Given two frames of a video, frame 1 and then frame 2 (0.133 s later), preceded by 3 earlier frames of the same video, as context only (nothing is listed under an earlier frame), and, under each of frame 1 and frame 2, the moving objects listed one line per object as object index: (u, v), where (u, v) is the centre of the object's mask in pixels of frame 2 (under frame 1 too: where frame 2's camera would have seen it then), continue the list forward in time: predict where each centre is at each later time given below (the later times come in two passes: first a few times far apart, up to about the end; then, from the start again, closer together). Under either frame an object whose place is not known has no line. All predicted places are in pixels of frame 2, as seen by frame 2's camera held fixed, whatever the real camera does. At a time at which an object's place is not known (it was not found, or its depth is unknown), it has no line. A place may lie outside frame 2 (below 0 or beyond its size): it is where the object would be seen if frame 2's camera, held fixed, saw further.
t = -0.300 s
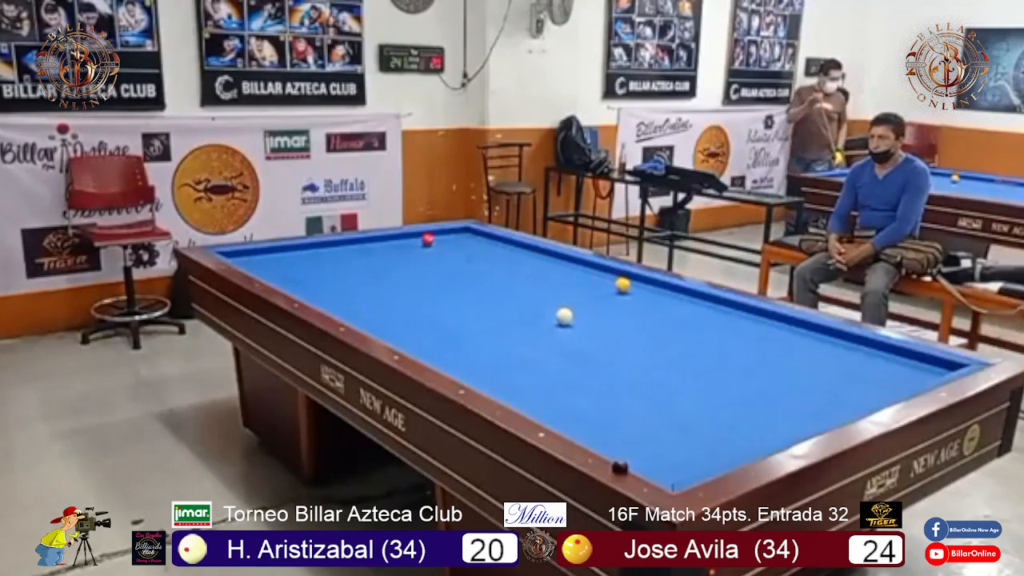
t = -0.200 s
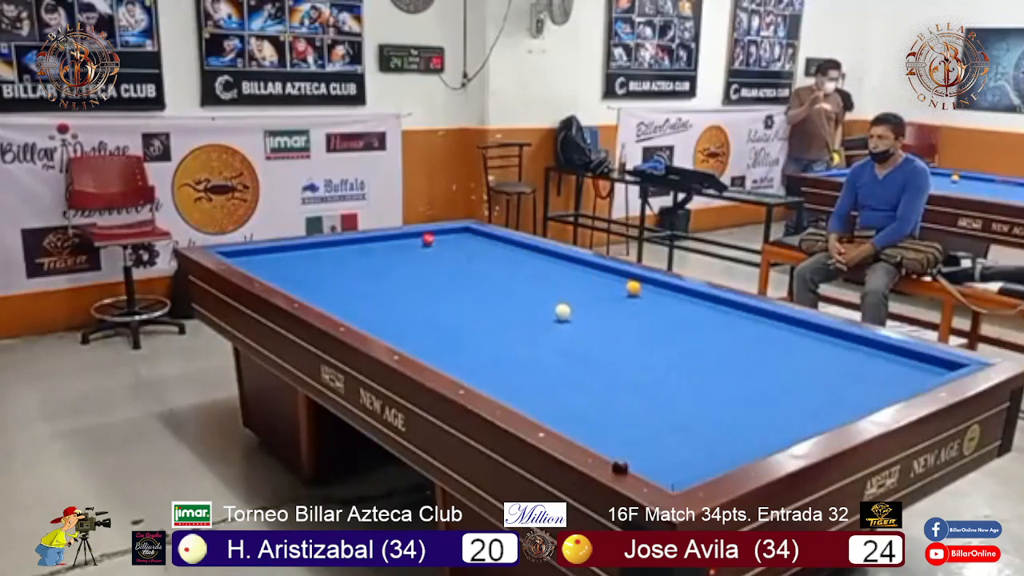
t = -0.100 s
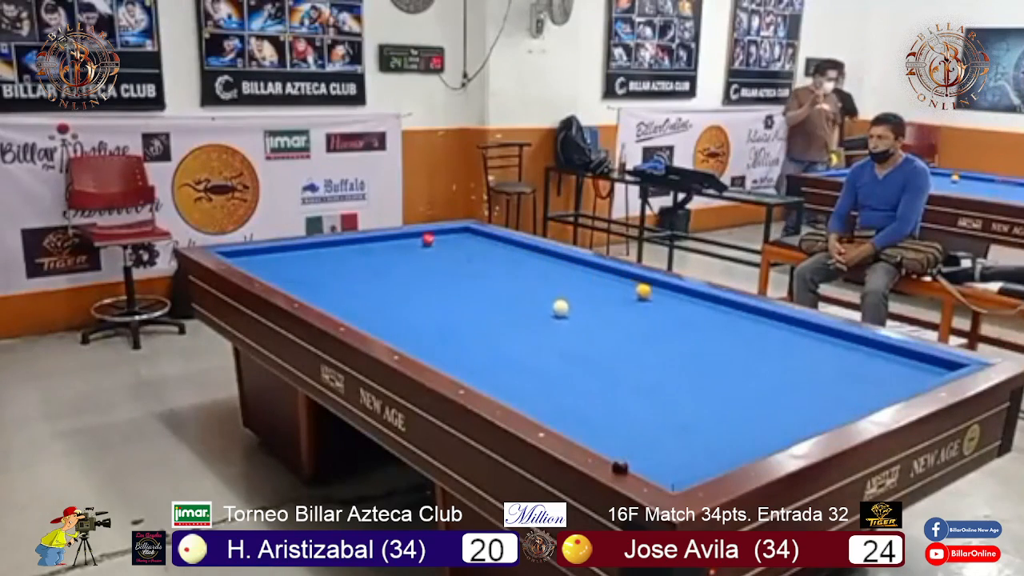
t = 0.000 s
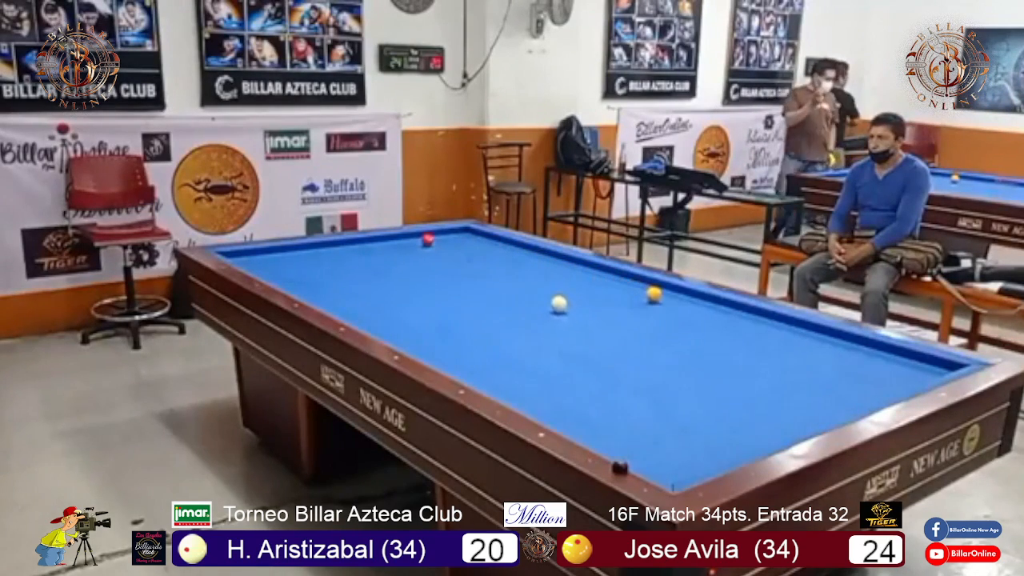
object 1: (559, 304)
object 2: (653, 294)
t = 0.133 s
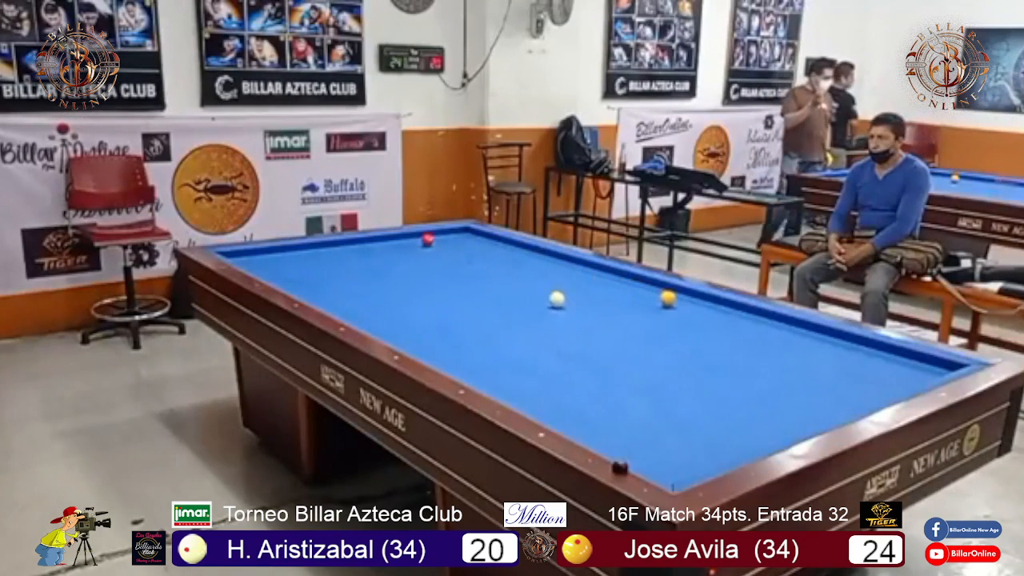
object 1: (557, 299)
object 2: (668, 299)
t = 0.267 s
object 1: (554, 294)
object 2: (683, 303)
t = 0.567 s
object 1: (550, 284)
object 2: (717, 314)
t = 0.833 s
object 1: (547, 276)
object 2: (749, 324)
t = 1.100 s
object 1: (544, 270)
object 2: (782, 334)
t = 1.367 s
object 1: (541, 263)
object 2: (817, 345)
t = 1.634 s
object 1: (538, 257)
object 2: (854, 357)
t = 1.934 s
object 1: (536, 251)
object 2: (899, 370)
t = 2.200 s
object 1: (529, 247)
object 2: (916, 375)
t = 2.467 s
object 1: (515, 245)
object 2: (892, 369)
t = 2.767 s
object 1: (501, 243)
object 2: (868, 362)
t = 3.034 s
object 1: (488, 241)
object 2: (848, 356)
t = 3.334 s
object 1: (475, 240)
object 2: (828, 350)
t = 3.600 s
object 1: (466, 238)
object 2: (814, 346)
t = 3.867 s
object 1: (456, 237)
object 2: (799, 342)
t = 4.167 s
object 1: (445, 236)
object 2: (784, 337)
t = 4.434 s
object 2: (772, 333)
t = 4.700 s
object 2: (760, 330)
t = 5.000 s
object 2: (749, 326)
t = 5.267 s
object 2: (739, 324)
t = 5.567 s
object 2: (730, 321)
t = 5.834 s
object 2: (722, 319)
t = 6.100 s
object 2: (717, 317)
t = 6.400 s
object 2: (711, 315)
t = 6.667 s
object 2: (707, 314)
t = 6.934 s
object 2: (702, 312)
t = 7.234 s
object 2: (700, 311)
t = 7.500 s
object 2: (697, 310)
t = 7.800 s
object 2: (696, 309)
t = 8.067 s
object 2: (694, 309)
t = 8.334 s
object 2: (694, 309)
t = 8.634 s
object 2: (694, 309)
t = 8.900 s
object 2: (694, 309)
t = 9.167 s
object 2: (693, 308)
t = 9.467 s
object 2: (693, 308)
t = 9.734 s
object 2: (693, 308)
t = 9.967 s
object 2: (693, 308)
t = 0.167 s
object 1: (556, 297)
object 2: (671, 300)
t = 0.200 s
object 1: (555, 296)
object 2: (675, 301)
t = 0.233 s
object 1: (555, 295)
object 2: (679, 302)
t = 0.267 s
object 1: (554, 294)
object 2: (683, 303)
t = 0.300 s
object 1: (554, 293)
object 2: (686, 304)
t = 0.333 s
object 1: (554, 292)
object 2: (690, 305)
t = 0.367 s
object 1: (553, 290)
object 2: (694, 307)
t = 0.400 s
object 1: (553, 290)
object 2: (698, 308)
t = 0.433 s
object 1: (553, 289)
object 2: (701, 309)
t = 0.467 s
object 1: (552, 287)
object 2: (705, 310)
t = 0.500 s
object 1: (551, 286)
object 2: (709, 312)
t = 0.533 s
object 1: (551, 285)
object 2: (713, 313)
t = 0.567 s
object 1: (550, 284)
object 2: (717, 314)
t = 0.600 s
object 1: (550, 283)
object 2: (720, 315)
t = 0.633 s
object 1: (550, 282)
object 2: (724, 316)
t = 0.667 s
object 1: (549, 281)
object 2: (729, 318)
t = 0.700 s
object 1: (549, 280)
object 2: (733, 319)
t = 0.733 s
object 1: (548, 279)
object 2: (736, 320)
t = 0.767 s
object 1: (548, 278)
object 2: (740, 321)
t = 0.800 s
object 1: (548, 277)
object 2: (745, 322)
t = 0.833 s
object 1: (547, 276)
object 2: (749, 324)
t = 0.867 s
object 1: (547, 275)
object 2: (753, 325)
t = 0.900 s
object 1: (546, 275)
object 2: (757, 327)
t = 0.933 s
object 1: (546, 274)
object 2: (761, 328)
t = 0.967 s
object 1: (545, 273)
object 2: (765, 329)
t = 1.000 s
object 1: (545, 272)
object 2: (770, 330)
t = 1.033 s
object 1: (544, 271)
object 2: (774, 332)
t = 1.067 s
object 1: (544, 270)
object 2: (778, 333)
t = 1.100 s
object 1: (544, 270)
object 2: (782, 334)
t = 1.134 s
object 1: (543, 269)
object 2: (786, 336)
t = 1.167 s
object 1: (543, 268)
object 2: (791, 337)
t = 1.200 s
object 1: (542, 267)
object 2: (795, 338)
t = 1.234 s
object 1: (542, 266)
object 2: (799, 339)
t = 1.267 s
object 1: (542, 265)
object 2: (804, 341)
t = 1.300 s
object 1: (542, 265)
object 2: (808, 342)
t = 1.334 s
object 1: (541, 264)
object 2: (813, 344)
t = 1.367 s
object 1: (541, 263)
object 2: (817, 345)
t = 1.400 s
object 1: (541, 262)
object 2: (822, 347)
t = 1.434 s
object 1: (540, 261)
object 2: (827, 348)
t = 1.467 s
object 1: (540, 261)
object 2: (831, 350)
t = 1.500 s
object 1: (540, 260)
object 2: (836, 351)
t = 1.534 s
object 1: (539, 259)
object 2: (841, 352)
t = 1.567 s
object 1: (539, 259)
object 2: (845, 354)
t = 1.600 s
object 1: (538, 258)
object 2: (850, 355)
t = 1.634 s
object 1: (538, 257)
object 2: (854, 357)
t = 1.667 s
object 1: (538, 256)
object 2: (859, 358)
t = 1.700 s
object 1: (538, 256)
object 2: (864, 359)
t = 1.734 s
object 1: (537, 255)
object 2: (869, 361)
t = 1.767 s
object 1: (537, 254)
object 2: (874, 363)
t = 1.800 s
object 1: (537, 254)
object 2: (879, 364)
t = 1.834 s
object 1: (536, 253)
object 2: (884, 366)
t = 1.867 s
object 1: (536, 252)
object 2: (889, 367)
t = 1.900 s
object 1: (536, 252)
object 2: (894, 369)
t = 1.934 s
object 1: (536, 251)
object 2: (899, 370)
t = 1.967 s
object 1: (535, 251)
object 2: (904, 372)
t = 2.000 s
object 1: (535, 250)
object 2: (909, 373)
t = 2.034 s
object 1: (535, 249)
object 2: (914, 374)
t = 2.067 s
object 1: (535, 248)
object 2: (919, 375)
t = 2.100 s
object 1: (534, 247)
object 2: (923, 375)
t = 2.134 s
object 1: (533, 247)
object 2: (922, 375)
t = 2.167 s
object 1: (531, 247)
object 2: (919, 375)
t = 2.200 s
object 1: (529, 247)
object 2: (916, 375)
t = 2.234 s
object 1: (527, 246)
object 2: (912, 375)
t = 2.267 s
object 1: (526, 246)
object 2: (909, 374)
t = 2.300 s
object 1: (524, 246)
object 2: (907, 373)
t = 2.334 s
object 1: (522, 246)
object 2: (903, 372)
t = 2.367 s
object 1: (520, 245)
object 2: (901, 371)
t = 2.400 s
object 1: (518, 245)
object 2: (898, 371)
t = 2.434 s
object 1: (517, 245)
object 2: (895, 370)
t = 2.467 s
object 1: (515, 245)
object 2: (892, 369)
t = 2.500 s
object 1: (514, 245)
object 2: (889, 368)
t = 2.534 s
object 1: (512, 245)
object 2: (887, 367)
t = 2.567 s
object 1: (510, 244)
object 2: (884, 366)
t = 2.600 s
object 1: (509, 244)
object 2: (881, 365)
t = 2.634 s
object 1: (507, 244)
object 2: (878, 365)
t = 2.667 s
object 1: (505, 244)
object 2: (876, 364)
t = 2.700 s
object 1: (504, 244)
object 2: (873, 363)
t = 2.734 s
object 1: (502, 243)
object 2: (870, 363)
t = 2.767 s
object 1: (501, 243)
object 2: (868, 362)
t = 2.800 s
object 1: (499, 243)
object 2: (866, 361)
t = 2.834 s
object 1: (497, 243)
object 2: (863, 360)
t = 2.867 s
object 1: (496, 243)
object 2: (861, 360)
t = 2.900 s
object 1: (494, 242)
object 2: (858, 359)
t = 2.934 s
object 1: (493, 242)
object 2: (856, 358)
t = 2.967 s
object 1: (491, 242)
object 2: (853, 357)
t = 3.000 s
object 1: (490, 241)
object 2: (851, 357)
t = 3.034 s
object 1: (488, 241)
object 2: (848, 356)
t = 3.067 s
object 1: (487, 241)
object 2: (846, 355)
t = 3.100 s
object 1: (485, 241)
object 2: (844, 355)
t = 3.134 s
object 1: (484, 241)
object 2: (841, 354)
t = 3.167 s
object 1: (482, 241)
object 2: (839, 353)
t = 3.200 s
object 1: (481, 240)
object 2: (837, 352)
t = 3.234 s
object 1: (479, 240)
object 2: (835, 352)
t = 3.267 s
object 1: (478, 240)
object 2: (833, 351)
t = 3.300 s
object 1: (477, 240)
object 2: (830, 351)
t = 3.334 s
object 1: (475, 240)
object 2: (828, 350)
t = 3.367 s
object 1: (474, 240)
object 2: (826, 349)
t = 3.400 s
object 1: (473, 240)
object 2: (824, 349)
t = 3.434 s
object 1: (471, 239)
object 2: (822, 348)
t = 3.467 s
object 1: (469, 239)
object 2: (820, 348)
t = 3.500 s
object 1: (470, 239)
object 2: (820, 348)
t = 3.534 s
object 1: (468, 239)
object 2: (818, 347)
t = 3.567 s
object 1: (467, 239)
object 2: (816, 347)
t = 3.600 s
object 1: (466, 238)
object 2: (814, 346)
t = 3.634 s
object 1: (465, 238)
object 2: (812, 345)
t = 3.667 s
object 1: (463, 238)
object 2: (810, 345)
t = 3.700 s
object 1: (462, 238)
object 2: (809, 344)
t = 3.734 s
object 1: (461, 238)
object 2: (807, 344)
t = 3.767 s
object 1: (459, 238)
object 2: (805, 343)
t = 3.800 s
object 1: (458, 238)
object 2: (803, 343)
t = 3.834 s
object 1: (457, 238)
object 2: (801, 342)
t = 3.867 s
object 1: (456, 237)
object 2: (799, 342)
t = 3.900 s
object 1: (454, 237)
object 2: (797, 341)
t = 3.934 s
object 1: (454, 237)
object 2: (796, 341)
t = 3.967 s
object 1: (452, 237)
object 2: (794, 340)
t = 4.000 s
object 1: (451, 237)
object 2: (792, 340)
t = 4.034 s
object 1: (450, 237)
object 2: (791, 339)
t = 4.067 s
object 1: (449, 237)
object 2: (789, 339)
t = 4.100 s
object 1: (448, 237)
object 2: (788, 338)
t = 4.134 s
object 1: (446, 236)
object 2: (786, 337)
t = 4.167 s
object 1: (445, 236)
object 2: (784, 337)
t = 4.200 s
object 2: (783, 337)
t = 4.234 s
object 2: (781, 336)
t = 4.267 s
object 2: (779, 336)
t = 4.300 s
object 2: (778, 335)
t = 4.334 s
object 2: (776, 335)
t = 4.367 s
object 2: (775, 334)
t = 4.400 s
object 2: (773, 334)
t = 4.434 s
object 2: (772, 333)
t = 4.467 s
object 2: (770, 333)
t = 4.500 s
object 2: (769, 332)
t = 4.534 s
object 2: (767, 332)
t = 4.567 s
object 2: (766, 331)
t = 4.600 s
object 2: (764, 331)
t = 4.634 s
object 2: (763, 331)
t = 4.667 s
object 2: (762, 330)
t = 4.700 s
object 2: (760, 330)
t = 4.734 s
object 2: (759, 330)
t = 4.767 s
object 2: (758, 329)
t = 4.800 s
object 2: (756, 329)
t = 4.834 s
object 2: (755, 328)
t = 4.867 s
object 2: (754, 328)
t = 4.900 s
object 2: (752, 328)
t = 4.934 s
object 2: (751, 327)
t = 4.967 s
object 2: (750, 327)
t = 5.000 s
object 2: (749, 326)
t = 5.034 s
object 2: (747, 326)
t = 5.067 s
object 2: (746, 326)
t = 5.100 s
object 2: (745, 326)
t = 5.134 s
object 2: (743, 325)
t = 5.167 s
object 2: (742, 325)
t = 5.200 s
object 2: (741, 324)
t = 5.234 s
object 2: (740, 324)
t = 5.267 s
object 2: (739, 324)
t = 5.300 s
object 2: (738, 324)
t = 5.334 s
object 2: (737, 323)
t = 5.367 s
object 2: (736, 323)
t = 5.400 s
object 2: (735, 323)
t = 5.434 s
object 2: (734, 322)
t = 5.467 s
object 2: (733, 322)
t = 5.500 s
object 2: (732, 322)
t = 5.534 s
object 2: (731, 322)
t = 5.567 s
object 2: (730, 321)
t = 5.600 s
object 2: (729, 321)
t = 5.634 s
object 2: (728, 321)
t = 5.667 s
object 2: (727, 320)
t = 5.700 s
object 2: (726, 320)
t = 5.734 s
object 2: (725, 320)
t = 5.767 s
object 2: (724, 320)
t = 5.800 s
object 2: (723, 319)
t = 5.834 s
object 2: (722, 319)
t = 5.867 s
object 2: (722, 319)
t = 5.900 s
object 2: (721, 318)
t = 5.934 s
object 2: (720, 318)
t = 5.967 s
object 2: (719, 318)
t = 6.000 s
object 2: (718, 318)
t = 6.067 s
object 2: (718, 318)
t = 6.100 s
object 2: (717, 317)
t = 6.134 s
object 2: (716, 317)
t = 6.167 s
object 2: (716, 317)
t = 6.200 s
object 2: (715, 317)
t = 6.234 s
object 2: (714, 316)
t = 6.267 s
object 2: (714, 316)
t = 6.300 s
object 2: (713, 316)
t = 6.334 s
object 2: (712, 316)
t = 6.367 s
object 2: (712, 315)
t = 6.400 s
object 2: (711, 315)
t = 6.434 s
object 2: (710, 315)
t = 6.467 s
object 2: (710, 315)
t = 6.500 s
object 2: (709, 315)
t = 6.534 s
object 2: (709, 315)
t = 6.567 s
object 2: (708, 314)
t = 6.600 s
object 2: (708, 314)
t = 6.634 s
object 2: (707, 314)
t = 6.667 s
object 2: (707, 314)
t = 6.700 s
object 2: (706, 313)
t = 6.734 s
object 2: (705, 313)
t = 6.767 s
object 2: (705, 313)
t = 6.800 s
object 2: (704, 313)
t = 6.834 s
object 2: (704, 313)
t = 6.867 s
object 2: (704, 313)
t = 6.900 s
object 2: (703, 312)
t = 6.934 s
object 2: (702, 312)
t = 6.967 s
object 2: (702, 312)
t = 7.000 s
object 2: (702, 312)
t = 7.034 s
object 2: (701, 312)
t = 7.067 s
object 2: (701, 312)
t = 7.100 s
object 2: (701, 311)
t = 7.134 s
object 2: (700, 311)
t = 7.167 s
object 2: (700, 311)
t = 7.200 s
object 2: (700, 311)
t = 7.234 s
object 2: (700, 311)
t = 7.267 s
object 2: (699, 311)
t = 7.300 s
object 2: (699, 311)
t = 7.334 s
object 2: (699, 310)
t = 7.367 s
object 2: (699, 310)
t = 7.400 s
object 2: (698, 310)
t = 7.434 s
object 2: (698, 310)
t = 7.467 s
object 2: (698, 310)
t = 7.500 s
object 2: (697, 310)
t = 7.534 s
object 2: (697, 310)
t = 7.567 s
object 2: (697, 310)
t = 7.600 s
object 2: (697, 310)
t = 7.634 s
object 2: (696, 310)
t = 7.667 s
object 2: (696, 310)
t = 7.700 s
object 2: (696, 309)
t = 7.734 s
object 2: (696, 309)
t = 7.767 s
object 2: (696, 309)
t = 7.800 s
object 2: (696, 309)
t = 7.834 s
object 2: (695, 309)
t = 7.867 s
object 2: (695, 309)
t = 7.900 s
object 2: (695, 309)
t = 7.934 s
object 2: (695, 309)
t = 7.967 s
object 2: (695, 309)
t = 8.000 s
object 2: (695, 309)
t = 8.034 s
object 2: (694, 309)
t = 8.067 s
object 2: (694, 309)
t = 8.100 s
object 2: (694, 309)
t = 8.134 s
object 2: (694, 309)
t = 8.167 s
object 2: (694, 309)
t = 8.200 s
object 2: (694, 309)
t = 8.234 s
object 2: (694, 309)
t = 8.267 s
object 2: (694, 309)
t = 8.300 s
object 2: (694, 309)
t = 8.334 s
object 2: (694, 309)
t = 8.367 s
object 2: (694, 309)
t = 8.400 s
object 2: (694, 309)
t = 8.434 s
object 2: (694, 309)
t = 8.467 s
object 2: (694, 309)
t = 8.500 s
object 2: (694, 309)
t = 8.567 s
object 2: (694, 309)
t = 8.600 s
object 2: (694, 309)
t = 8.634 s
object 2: (694, 309)
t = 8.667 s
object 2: (694, 309)
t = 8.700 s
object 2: (694, 309)
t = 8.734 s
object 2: (694, 309)
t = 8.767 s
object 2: (694, 309)
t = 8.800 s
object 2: (694, 309)
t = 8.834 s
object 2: (694, 309)
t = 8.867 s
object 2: (694, 309)
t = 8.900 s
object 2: (694, 309)
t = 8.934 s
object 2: (694, 309)
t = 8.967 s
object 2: (694, 309)
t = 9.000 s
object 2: (693, 308)
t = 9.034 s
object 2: (693, 308)
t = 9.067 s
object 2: (693, 308)
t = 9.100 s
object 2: (693, 308)
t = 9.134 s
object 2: (693, 308)
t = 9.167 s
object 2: (693, 308)
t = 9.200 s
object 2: (693, 308)
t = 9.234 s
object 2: (693, 308)
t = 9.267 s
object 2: (693, 308)
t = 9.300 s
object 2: (694, 308)
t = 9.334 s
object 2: (693, 308)
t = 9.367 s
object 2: (693, 308)
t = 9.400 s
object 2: (694, 308)
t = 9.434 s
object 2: (694, 308)
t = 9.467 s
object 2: (693, 308)
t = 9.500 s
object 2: (694, 308)
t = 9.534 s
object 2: (693, 308)
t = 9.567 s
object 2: (693, 308)
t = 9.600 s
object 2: (693, 308)
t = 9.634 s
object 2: (693, 308)
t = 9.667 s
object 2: (693, 308)
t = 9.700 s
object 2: (693, 308)
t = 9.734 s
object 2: (693, 308)
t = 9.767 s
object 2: (693, 308)
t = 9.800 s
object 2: (693, 308)
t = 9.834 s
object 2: (693, 308)
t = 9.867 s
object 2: (693, 308)
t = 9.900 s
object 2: (693, 308)
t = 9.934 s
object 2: (693, 308)
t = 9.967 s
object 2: (693, 308)
